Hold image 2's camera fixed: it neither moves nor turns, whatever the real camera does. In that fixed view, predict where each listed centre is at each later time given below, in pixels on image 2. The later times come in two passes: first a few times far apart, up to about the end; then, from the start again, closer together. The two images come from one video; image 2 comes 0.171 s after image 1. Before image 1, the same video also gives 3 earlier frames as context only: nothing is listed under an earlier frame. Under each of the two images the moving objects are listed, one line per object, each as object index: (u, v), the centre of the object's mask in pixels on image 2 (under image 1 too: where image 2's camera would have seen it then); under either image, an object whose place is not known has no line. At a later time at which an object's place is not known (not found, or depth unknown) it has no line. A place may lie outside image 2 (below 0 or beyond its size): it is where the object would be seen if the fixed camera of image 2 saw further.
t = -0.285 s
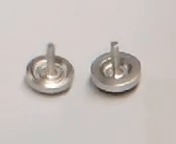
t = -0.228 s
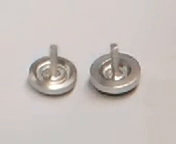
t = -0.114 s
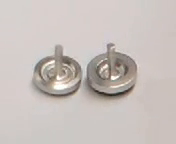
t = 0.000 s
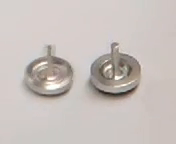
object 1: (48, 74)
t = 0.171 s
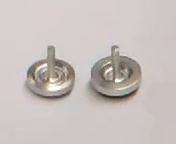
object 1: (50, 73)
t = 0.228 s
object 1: (53, 73)
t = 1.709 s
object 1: (50, 74)
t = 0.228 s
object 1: (53, 73)
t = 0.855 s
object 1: (63, 77)
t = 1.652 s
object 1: (45, 75)
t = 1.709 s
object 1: (50, 74)
